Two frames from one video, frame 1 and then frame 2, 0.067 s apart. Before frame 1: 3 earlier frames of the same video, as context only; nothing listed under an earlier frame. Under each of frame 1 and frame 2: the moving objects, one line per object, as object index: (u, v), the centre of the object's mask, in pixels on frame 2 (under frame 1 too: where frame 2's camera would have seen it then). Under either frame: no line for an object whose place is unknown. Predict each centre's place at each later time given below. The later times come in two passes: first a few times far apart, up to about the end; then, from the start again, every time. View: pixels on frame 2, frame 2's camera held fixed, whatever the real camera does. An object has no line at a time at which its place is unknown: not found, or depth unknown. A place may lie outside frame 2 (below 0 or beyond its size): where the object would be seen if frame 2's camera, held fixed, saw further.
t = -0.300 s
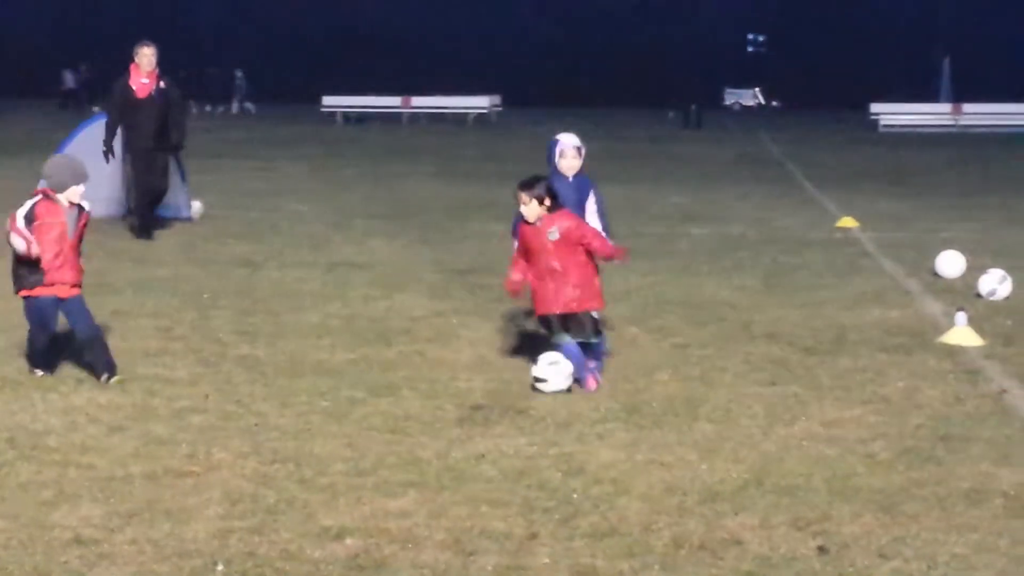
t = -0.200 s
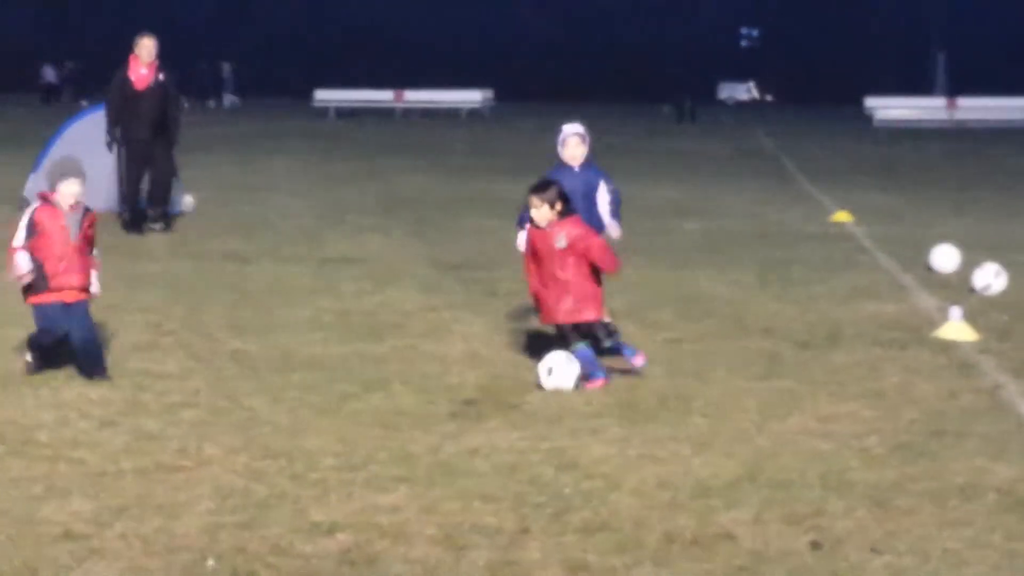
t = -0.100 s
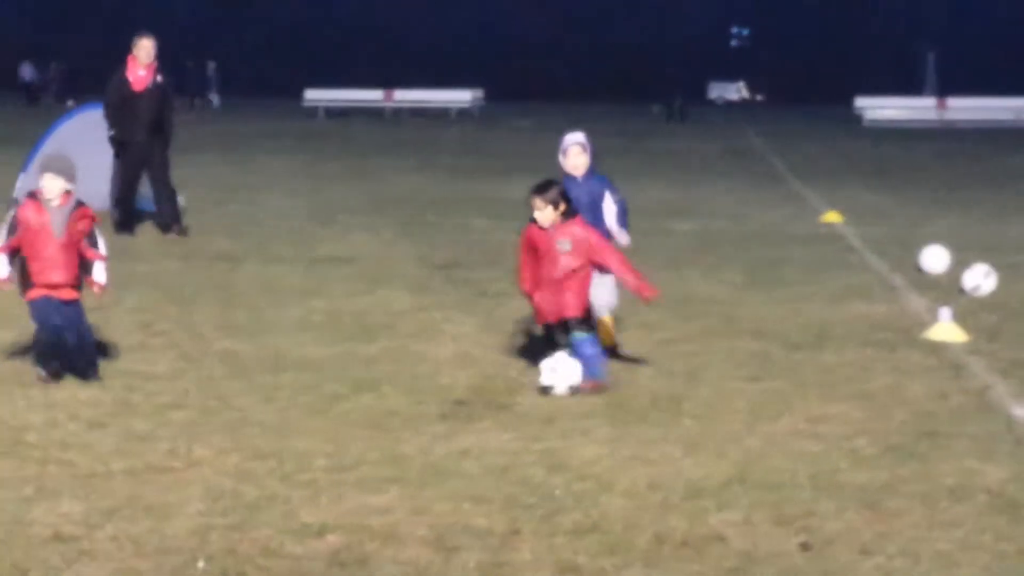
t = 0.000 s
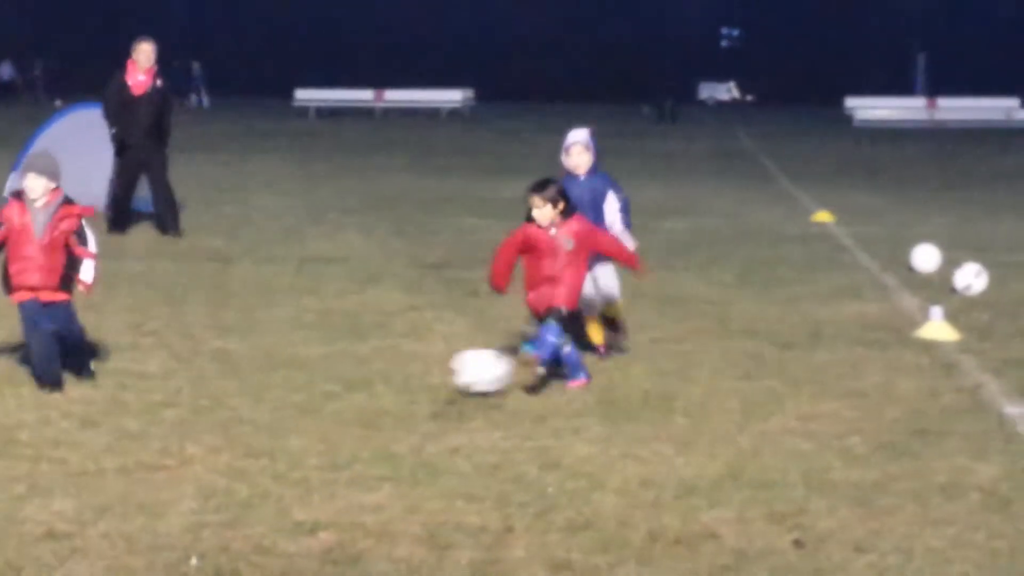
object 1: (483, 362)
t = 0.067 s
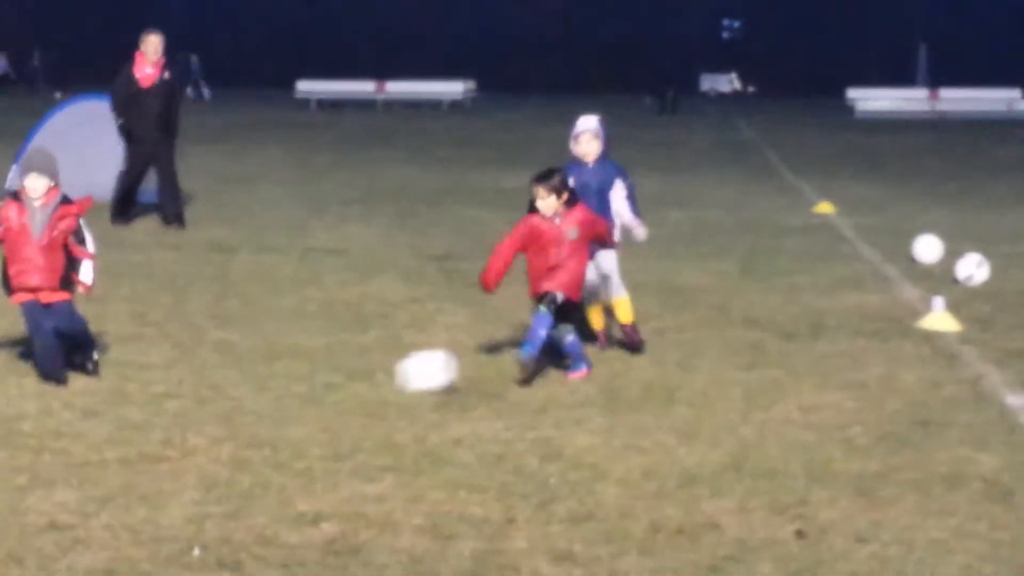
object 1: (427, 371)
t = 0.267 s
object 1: (302, 378)
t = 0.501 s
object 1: (176, 389)
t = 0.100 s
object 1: (400, 374)
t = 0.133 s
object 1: (380, 374)
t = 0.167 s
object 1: (359, 374)
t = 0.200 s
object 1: (339, 375)
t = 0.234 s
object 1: (319, 376)
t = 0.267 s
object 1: (302, 378)
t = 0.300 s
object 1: (283, 379)
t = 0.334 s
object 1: (264, 381)
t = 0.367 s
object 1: (246, 381)
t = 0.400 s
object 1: (231, 384)
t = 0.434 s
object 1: (211, 386)
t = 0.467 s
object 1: (192, 388)
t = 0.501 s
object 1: (176, 389)
